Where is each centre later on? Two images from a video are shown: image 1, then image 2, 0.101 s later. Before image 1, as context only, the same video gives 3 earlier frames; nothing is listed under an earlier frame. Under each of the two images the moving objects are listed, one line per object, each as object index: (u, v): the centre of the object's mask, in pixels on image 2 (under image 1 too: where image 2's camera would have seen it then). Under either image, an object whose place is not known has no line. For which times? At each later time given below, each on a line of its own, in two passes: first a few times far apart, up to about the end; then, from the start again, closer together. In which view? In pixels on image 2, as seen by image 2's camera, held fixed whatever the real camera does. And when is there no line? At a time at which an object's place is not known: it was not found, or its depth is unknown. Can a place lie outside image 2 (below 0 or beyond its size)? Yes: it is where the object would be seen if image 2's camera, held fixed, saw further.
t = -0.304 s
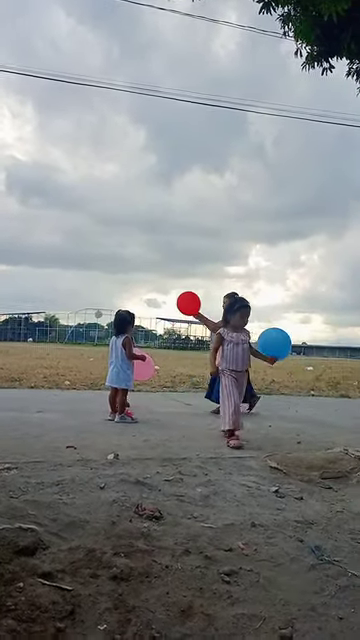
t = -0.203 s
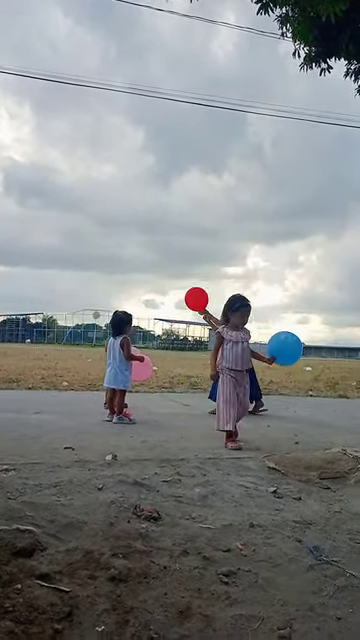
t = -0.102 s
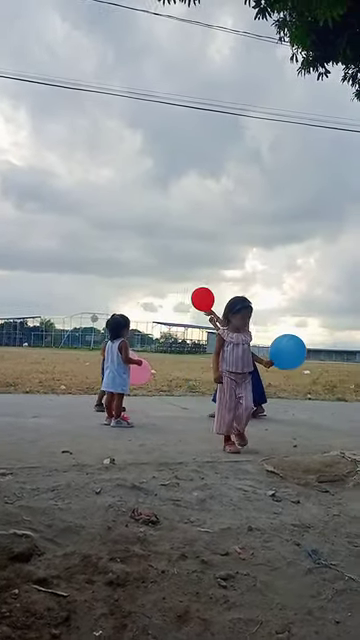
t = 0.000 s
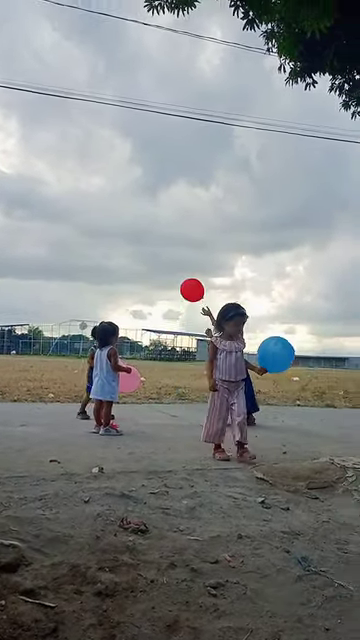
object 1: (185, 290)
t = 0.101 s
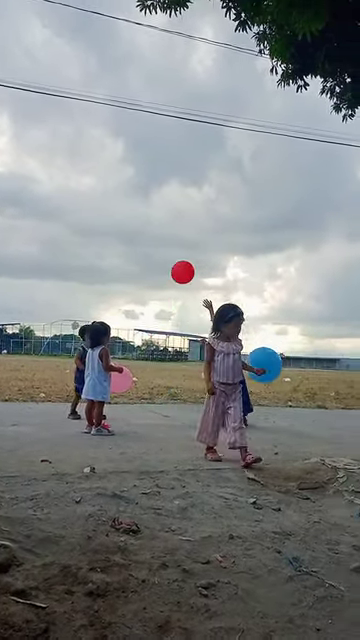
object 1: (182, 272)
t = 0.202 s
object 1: (183, 254)
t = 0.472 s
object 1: (183, 237)
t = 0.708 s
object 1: (184, 240)
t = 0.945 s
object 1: (189, 257)
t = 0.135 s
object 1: (183, 267)
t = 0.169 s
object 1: (183, 258)
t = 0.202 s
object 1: (183, 254)
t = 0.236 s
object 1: (184, 251)
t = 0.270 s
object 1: (184, 248)
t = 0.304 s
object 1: (184, 245)
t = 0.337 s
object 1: (184, 242)
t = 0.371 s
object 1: (183, 240)
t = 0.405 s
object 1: (183, 239)
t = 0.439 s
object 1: (183, 237)
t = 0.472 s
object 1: (183, 237)
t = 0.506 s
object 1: (183, 236)
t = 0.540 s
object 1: (183, 236)
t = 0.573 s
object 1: (183, 236)
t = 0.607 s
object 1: (184, 237)
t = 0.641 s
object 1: (184, 237)
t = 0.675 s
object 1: (184, 238)
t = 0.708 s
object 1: (184, 240)
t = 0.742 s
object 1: (185, 241)
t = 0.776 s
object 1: (185, 243)
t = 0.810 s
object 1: (186, 244)
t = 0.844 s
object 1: (187, 247)
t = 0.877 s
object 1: (187, 249)
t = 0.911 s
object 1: (188, 251)
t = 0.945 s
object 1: (189, 257)
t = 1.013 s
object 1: (190, 259)
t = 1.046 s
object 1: (191, 263)
